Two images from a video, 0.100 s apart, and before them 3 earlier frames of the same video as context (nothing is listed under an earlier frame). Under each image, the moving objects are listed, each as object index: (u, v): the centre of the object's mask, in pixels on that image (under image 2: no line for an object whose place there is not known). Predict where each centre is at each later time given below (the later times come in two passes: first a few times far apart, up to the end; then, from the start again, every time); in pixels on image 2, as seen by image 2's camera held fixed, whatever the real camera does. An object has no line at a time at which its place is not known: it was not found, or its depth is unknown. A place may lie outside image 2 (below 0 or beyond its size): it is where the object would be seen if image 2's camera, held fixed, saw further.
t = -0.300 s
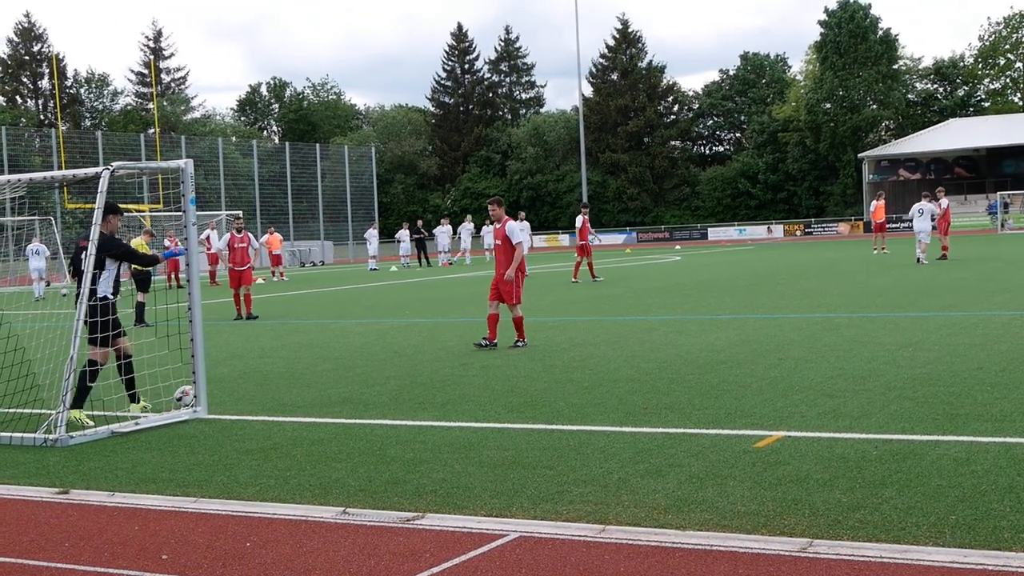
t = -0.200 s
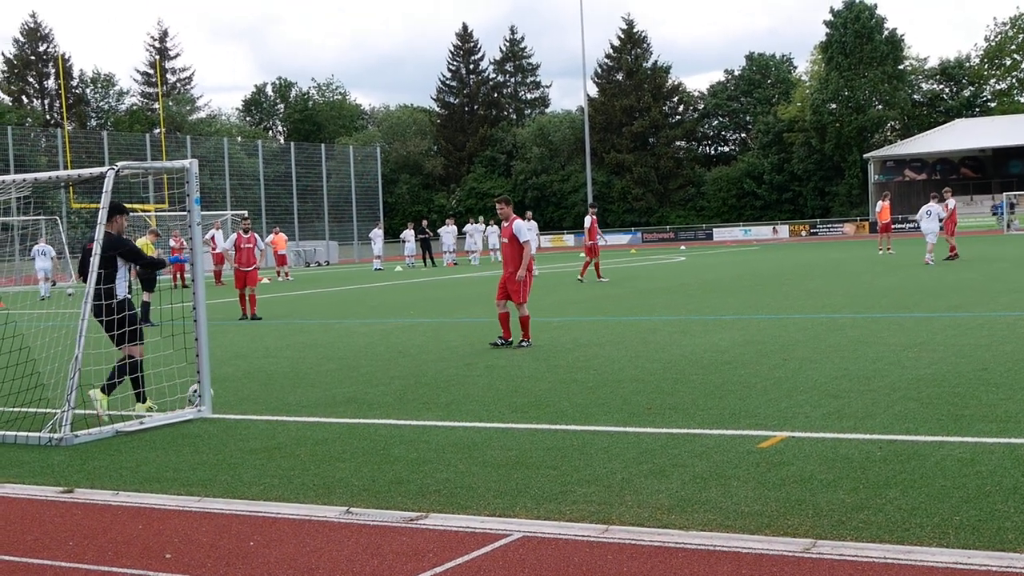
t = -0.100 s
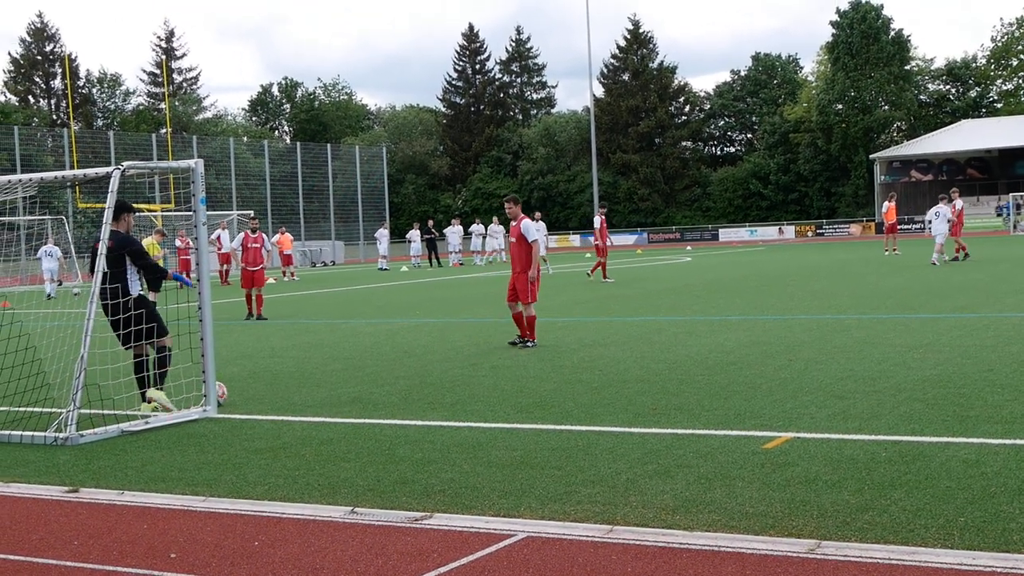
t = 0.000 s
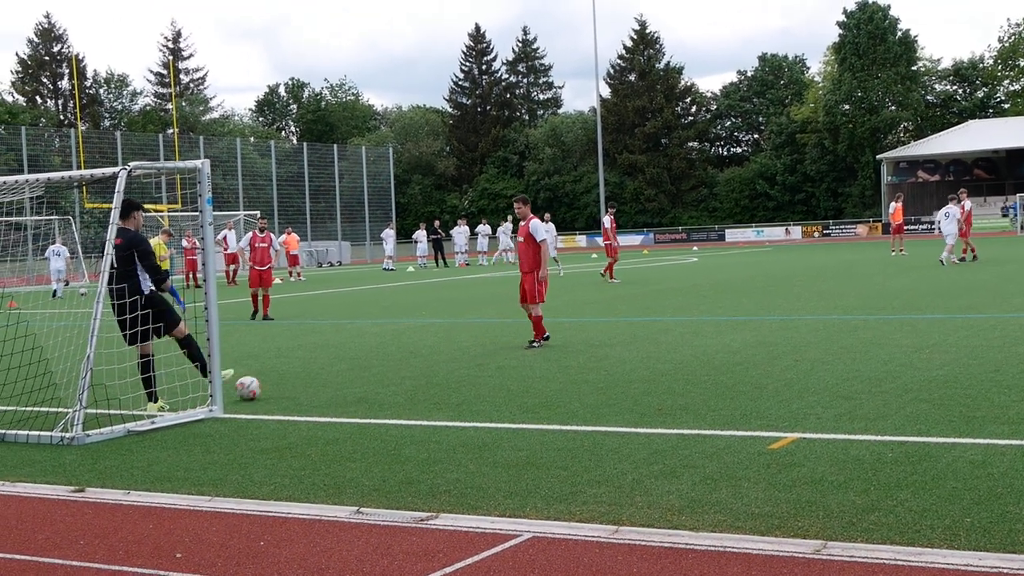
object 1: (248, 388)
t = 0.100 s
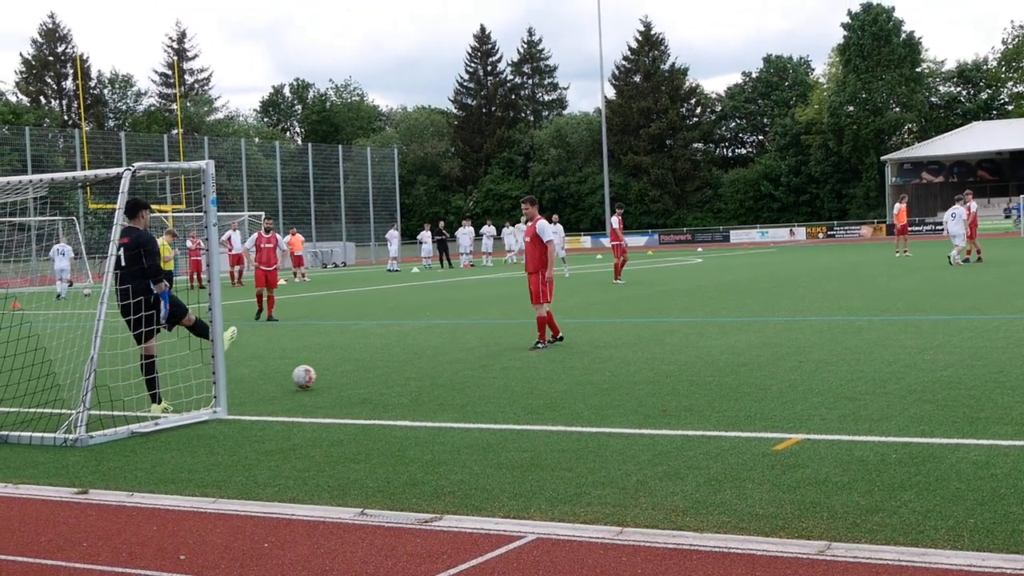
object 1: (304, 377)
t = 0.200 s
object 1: (348, 367)
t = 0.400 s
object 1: (415, 353)
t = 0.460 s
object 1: (431, 349)
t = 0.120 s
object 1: (314, 375)
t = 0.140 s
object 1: (324, 375)
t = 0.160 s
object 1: (332, 373)
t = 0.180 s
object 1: (340, 370)
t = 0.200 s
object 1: (348, 367)
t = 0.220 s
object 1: (355, 365)
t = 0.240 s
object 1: (362, 363)
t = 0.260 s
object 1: (370, 361)
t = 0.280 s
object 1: (377, 361)
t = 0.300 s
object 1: (384, 360)
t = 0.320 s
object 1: (391, 360)
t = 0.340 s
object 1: (398, 360)
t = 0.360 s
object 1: (404, 358)
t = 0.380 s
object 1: (409, 355)
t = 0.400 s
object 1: (415, 353)
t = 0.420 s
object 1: (420, 352)
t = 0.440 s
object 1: (426, 350)
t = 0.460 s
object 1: (431, 349)
